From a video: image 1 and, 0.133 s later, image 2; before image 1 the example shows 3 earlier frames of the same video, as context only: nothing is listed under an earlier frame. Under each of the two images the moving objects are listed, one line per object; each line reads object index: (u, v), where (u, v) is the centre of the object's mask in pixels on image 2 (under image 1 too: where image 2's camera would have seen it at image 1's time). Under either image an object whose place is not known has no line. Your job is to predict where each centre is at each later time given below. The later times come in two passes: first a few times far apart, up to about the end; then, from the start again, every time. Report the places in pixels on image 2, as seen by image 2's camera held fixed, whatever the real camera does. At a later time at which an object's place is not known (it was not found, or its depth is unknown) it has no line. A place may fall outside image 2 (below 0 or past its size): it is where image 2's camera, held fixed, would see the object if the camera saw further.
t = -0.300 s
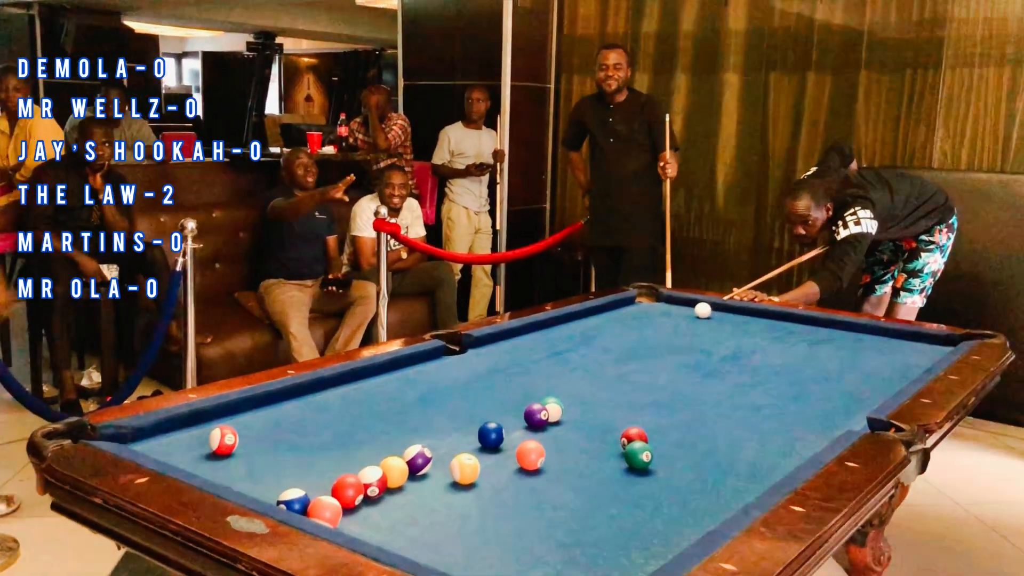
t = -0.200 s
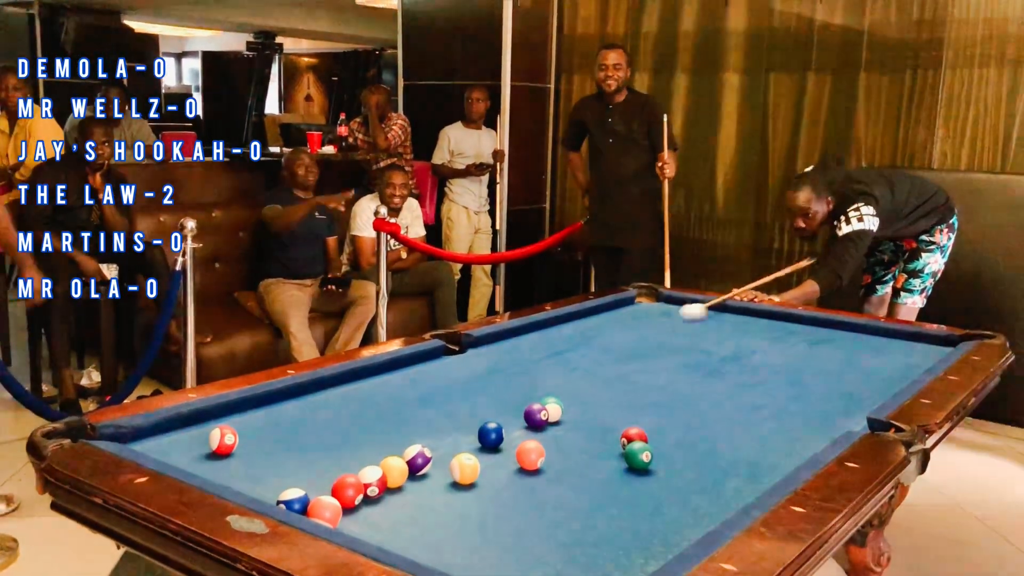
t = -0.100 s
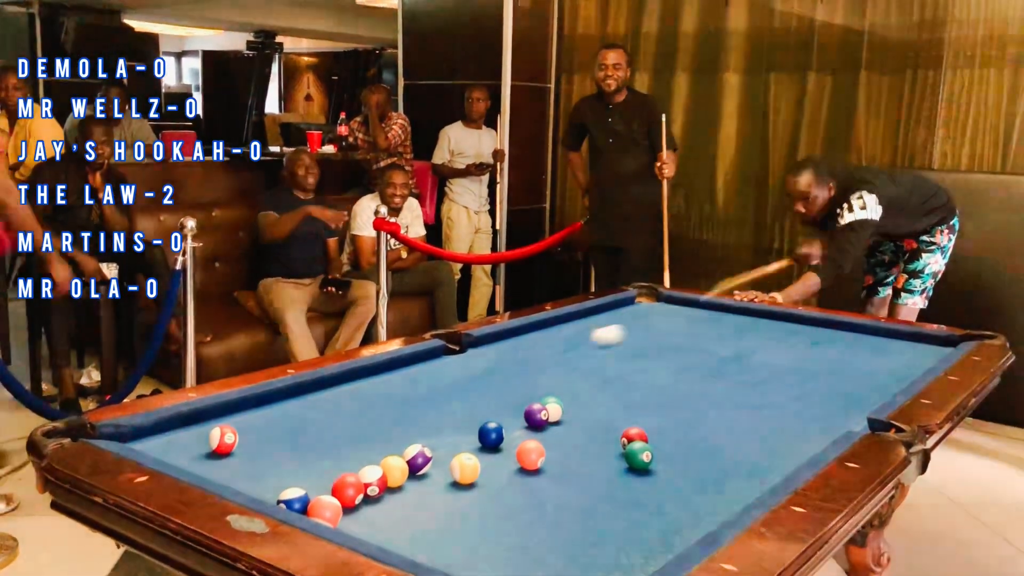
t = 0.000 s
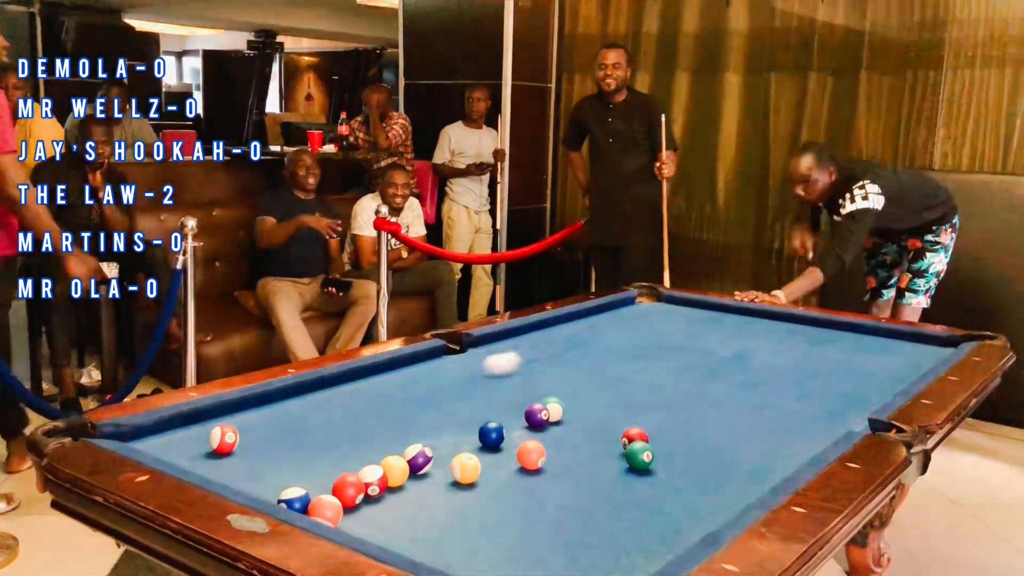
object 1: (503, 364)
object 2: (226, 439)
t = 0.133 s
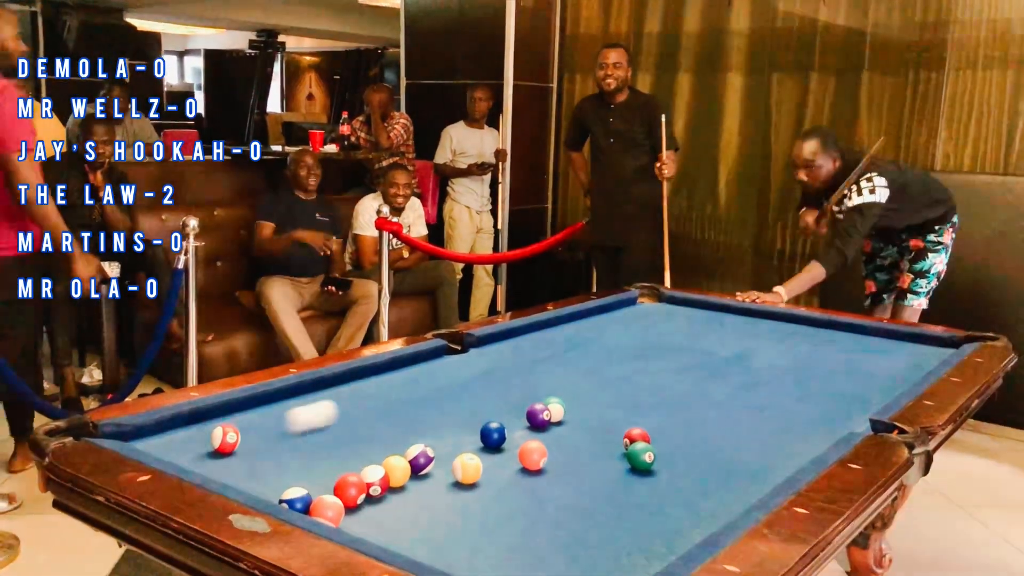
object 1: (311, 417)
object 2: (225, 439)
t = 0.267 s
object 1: (257, 437)
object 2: (200, 439)
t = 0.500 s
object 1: (216, 460)
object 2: (304, 398)
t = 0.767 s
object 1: (255, 459)
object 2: (378, 370)
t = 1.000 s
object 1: (317, 448)
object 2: (440, 357)
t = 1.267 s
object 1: (381, 437)
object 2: (498, 344)
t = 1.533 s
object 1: (437, 426)
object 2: (548, 333)
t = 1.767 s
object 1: (480, 417)
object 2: (585, 324)
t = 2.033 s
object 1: (518, 410)
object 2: (621, 316)
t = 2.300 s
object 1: (534, 400)
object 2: (651, 308)
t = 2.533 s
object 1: (545, 391)
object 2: (674, 302)
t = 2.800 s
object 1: (556, 385)
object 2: (672, 303)
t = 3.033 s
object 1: (564, 380)
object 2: (664, 306)
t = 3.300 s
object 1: (571, 374)
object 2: (655, 309)
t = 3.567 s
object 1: (577, 370)
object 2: (646, 311)
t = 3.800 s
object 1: (582, 367)
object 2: (640, 314)
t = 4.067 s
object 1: (586, 364)
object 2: (633, 316)
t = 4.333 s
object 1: (588, 362)
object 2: (627, 317)
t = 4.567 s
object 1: (590, 360)
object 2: (621, 318)
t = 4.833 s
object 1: (590, 359)
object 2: (616, 319)
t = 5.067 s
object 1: (590, 358)
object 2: (613, 320)
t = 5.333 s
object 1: (589, 358)
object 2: (612, 320)
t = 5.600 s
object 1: (589, 358)
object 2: (612, 320)
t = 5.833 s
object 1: (589, 359)
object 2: (611, 320)
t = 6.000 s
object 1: (589, 359)
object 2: (612, 320)
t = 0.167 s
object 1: (259, 431)
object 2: (219, 440)
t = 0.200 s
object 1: (254, 434)
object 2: (171, 448)
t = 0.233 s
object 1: (257, 436)
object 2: (175, 447)
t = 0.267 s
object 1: (257, 437)
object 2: (200, 439)
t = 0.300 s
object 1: (256, 440)
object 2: (220, 431)
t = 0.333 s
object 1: (253, 442)
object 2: (238, 422)
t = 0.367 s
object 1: (249, 445)
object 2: (257, 417)
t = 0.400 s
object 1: (243, 448)
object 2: (270, 412)
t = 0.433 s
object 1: (236, 452)
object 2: (282, 407)
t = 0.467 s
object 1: (226, 456)
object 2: (294, 402)
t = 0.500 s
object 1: (216, 460)
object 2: (304, 398)
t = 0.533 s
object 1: (204, 463)
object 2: (314, 394)
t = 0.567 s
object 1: (198, 464)
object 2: (324, 389)
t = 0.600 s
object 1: (208, 465)
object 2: (333, 386)
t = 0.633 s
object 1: (217, 465)
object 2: (343, 382)
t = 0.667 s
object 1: (226, 465)
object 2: (352, 377)
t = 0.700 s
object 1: (236, 463)
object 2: (359, 374)
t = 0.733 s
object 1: (245, 461)
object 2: (369, 371)
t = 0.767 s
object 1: (255, 459)
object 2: (378, 370)
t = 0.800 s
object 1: (265, 458)
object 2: (387, 368)
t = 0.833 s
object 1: (274, 456)
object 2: (397, 366)
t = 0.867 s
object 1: (283, 454)
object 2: (406, 364)
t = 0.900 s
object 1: (292, 453)
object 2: (415, 362)
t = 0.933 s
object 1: (300, 451)
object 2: (423, 361)
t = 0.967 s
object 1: (309, 450)
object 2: (432, 358)
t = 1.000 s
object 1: (317, 448)
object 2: (440, 357)
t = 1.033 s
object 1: (326, 447)
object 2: (447, 355)
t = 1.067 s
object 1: (335, 445)
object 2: (455, 354)
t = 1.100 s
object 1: (342, 444)
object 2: (462, 352)
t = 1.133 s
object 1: (350, 442)
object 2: (470, 350)
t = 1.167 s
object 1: (358, 441)
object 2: (478, 349)
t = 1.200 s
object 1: (366, 440)
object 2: (485, 347)
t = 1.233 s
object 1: (373, 438)
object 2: (492, 346)
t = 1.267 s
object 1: (381, 437)
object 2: (498, 344)
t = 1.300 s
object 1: (388, 435)
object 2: (505, 343)
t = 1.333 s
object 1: (396, 434)
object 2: (512, 341)
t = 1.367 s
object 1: (403, 433)
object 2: (518, 339)
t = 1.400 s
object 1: (410, 431)
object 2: (524, 338)
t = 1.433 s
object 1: (417, 430)
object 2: (530, 337)
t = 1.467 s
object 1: (423, 429)
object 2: (536, 336)
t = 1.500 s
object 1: (430, 428)
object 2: (543, 334)
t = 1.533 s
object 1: (437, 426)
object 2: (548, 333)
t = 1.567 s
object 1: (443, 425)
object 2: (553, 332)
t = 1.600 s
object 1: (449, 424)
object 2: (559, 330)
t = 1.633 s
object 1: (456, 423)
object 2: (564, 329)
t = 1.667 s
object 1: (462, 422)
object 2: (570, 328)
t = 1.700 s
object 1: (468, 420)
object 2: (575, 327)
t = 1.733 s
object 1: (474, 419)
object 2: (580, 326)
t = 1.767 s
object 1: (480, 417)
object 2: (585, 324)
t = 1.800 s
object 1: (486, 415)
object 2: (590, 323)
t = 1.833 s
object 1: (492, 414)
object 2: (594, 322)
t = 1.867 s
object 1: (498, 413)
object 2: (599, 321)
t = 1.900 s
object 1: (503, 413)
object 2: (604, 320)
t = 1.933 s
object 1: (509, 413)
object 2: (608, 319)
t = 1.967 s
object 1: (513, 412)
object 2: (612, 318)
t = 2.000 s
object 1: (515, 411)
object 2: (616, 317)
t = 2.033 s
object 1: (518, 410)
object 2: (621, 316)
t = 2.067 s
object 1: (520, 408)
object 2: (625, 314)
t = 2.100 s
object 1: (522, 407)
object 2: (629, 313)
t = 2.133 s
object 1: (524, 406)
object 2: (633, 312)
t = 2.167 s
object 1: (526, 405)
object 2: (637, 312)
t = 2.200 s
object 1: (528, 403)
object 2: (640, 311)
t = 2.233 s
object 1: (530, 402)
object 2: (644, 310)
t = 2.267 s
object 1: (531, 401)
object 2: (647, 309)
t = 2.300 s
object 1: (534, 400)
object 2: (651, 308)
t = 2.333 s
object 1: (535, 399)
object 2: (655, 307)
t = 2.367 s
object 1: (537, 397)
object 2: (658, 306)
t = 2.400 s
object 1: (538, 396)
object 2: (662, 305)
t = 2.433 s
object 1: (540, 395)
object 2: (664, 304)
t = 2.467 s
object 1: (541, 394)
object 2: (668, 304)
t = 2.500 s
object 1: (543, 392)
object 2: (671, 302)
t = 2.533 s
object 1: (545, 391)
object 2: (674, 302)
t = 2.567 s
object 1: (546, 390)
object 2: (677, 301)
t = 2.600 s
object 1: (547, 389)
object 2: (679, 300)
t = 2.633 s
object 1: (549, 388)
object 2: (678, 301)
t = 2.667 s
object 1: (550, 388)
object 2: (677, 301)
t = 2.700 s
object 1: (552, 387)
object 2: (676, 301)
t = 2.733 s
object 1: (553, 386)
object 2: (674, 302)
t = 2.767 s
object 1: (555, 385)
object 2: (673, 303)
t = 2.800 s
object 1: (556, 385)
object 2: (672, 303)
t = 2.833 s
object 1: (557, 384)
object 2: (671, 303)
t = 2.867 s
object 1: (558, 384)
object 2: (670, 304)
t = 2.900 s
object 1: (559, 383)
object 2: (669, 304)
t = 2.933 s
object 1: (561, 382)
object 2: (668, 305)
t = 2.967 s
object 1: (562, 382)
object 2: (667, 305)
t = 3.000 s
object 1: (563, 381)
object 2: (665, 306)
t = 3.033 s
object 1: (564, 380)
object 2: (664, 306)
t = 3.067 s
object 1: (565, 379)
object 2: (663, 307)
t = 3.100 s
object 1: (566, 379)
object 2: (662, 307)
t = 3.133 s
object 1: (567, 378)
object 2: (661, 307)
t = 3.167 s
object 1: (568, 377)
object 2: (660, 308)
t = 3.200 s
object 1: (569, 377)
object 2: (658, 308)
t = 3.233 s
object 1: (569, 376)
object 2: (657, 309)
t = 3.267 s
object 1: (570, 375)
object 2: (656, 309)
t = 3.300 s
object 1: (571, 374)
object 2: (655, 309)
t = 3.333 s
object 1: (572, 374)
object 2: (654, 310)
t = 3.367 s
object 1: (573, 373)
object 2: (653, 310)
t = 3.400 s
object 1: (574, 373)
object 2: (652, 311)
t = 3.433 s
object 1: (574, 372)
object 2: (651, 310)
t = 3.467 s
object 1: (575, 372)
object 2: (650, 311)
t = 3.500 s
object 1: (576, 371)
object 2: (649, 311)
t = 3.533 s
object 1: (577, 371)
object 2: (648, 311)
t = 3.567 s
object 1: (577, 370)
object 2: (646, 311)
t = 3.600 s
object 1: (578, 370)
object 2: (646, 312)
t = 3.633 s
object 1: (578, 369)
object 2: (645, 312)
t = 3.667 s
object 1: (579, 369)
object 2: (644, 312)
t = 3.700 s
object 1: (580, 368)
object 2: (643, 313)
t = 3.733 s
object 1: (581, 368)
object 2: (642, 313)
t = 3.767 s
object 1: (581, 367)
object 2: (641, 314)
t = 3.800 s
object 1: (582, 367)
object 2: (640, 314)
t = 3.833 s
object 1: (582, 367)
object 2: (640, 314)
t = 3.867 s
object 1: (583, 366)
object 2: (639, 314)
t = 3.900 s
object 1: (583, 366)
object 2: (638, 315)
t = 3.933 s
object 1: (584, 365)
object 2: (637, 315)
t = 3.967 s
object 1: (584, 365)
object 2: (636, 316)
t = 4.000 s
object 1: (585, 365)
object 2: (635, 316)
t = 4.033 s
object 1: (585, 364)
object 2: (634, 316)
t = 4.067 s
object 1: (586, 364)
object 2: (633, 316)
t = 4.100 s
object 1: (586, 364)
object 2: (632, 316)
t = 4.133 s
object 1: (586, 363)
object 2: (632, 317)
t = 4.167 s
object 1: (586, 363)
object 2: (631, 317)
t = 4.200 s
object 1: (587, 363)
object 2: (630, 317)
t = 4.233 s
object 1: (587, 362)
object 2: (630, 317)
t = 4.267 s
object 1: (588, 362)
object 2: (629, 317)
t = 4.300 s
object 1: (588, 362)
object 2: (628, 317)
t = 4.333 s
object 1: (588, 362)
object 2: (627, 317)
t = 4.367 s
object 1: (588, 361)
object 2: (626, 318)
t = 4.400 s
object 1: (589, 361)
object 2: (625, 318)
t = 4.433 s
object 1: (589, 361)
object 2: (624, 318)
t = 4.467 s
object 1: (589, 361)
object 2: (624, 318)
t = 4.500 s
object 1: (589, 360)
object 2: (623, 318)
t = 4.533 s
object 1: (589, 360)
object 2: (622, 318)
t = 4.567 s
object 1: (590, 360)
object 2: (621, 318)
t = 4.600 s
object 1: (590, 360)
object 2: (621, 319)
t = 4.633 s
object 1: (590, 360)
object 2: (620, 319)
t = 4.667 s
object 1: (590, 359)
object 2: (619, 319)
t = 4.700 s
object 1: (590, 359)
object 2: (619, 319)
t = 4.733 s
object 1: (590, 359)
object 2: (618, 319)
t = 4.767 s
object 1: (590, 359)
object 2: (617, 319)
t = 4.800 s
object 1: (590, 359)
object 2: (617, 319)
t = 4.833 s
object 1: (590, 359)
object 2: (616, 319)
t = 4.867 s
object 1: (590, 359)
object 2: (616, 319)
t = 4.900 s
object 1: (590, 358)
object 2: (616, 319)
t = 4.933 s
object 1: (590, 358)
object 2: (615, 319)
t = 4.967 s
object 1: (590, 358)
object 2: (615, 320)
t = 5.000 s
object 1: (590, 358)
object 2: (614, 320)
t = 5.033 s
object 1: (590, 358)
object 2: (614, 320)
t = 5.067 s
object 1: (590, 358)
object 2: (613, 320)
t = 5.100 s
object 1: (590, 358)
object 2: (613, 320)
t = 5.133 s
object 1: (590, 358)
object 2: (613, 320)
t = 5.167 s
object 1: (589, 358)
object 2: (613, 320)
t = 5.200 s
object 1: (590, 358)
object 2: (612, 320)
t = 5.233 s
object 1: (589, 358)
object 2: (612, 320)
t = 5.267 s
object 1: (589, 358)
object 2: (612, 320)
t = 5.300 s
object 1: (589, 358)
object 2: (612, 320)
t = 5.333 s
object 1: (589, 358)
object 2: (612, 320)
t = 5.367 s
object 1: (589, 358)
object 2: (611, 320)
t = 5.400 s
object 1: (589, 358)
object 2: (611, 320)
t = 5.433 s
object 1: (589, 358)
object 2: (611, 320)
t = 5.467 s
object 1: (589, 358)
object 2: (611, 319)
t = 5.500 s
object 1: (589, 358)
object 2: (611, 320)
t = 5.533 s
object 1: (589, 357)
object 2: (611, 319)
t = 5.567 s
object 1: (589, 358)
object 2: (611, 320)
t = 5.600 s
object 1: (589, 358)
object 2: (612, 320)
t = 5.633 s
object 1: (589, 358)
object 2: (611, 320)
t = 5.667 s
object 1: (589, 358)
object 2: (611, 320)
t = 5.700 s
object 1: (589, 358)
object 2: (611, 320)
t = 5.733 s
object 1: (589, 358)
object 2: (611, 320)
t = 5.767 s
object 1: (589, 358)
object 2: (611, 320)
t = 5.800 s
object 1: (589, 358)
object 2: (611, 320)
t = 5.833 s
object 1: (589, 359)
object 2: (611, 320)
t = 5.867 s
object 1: (589, 359)
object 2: (611, 320)
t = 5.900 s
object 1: (589, 359)
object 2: (611, 320)
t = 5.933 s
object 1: (589, 359)
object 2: (611, 320)
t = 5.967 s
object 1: (589, 359)
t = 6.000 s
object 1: (589, 359)
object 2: (612, 320)
